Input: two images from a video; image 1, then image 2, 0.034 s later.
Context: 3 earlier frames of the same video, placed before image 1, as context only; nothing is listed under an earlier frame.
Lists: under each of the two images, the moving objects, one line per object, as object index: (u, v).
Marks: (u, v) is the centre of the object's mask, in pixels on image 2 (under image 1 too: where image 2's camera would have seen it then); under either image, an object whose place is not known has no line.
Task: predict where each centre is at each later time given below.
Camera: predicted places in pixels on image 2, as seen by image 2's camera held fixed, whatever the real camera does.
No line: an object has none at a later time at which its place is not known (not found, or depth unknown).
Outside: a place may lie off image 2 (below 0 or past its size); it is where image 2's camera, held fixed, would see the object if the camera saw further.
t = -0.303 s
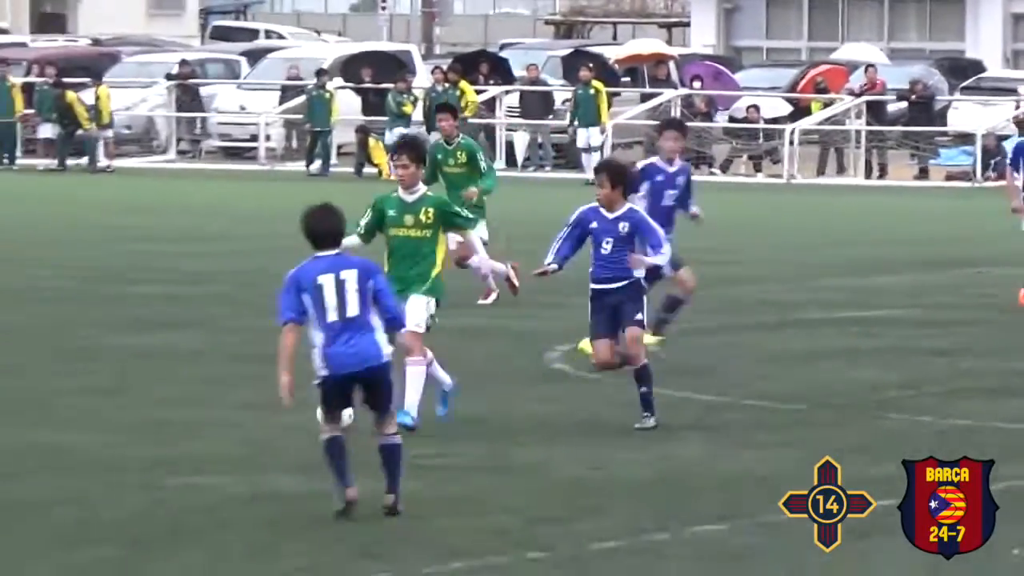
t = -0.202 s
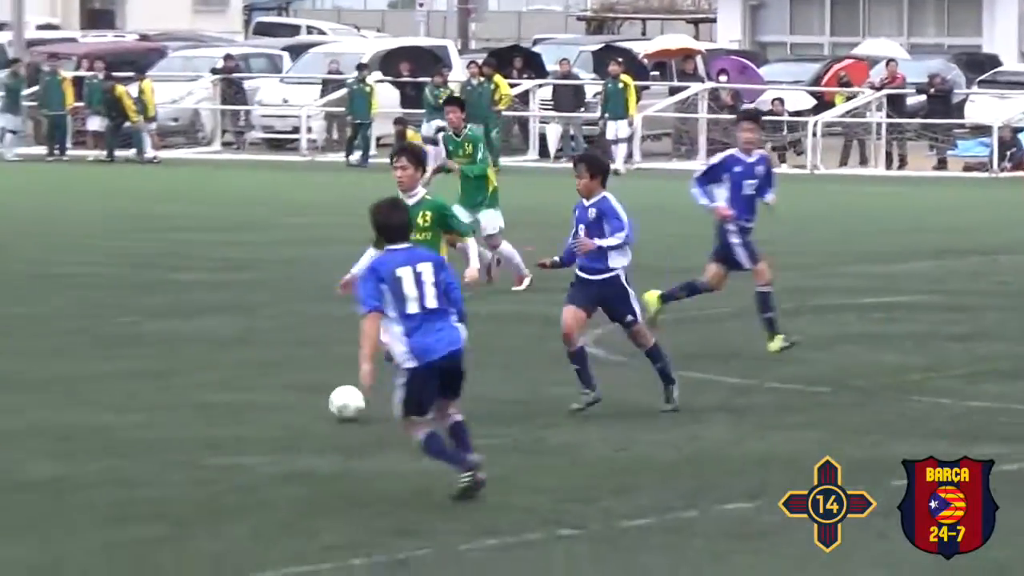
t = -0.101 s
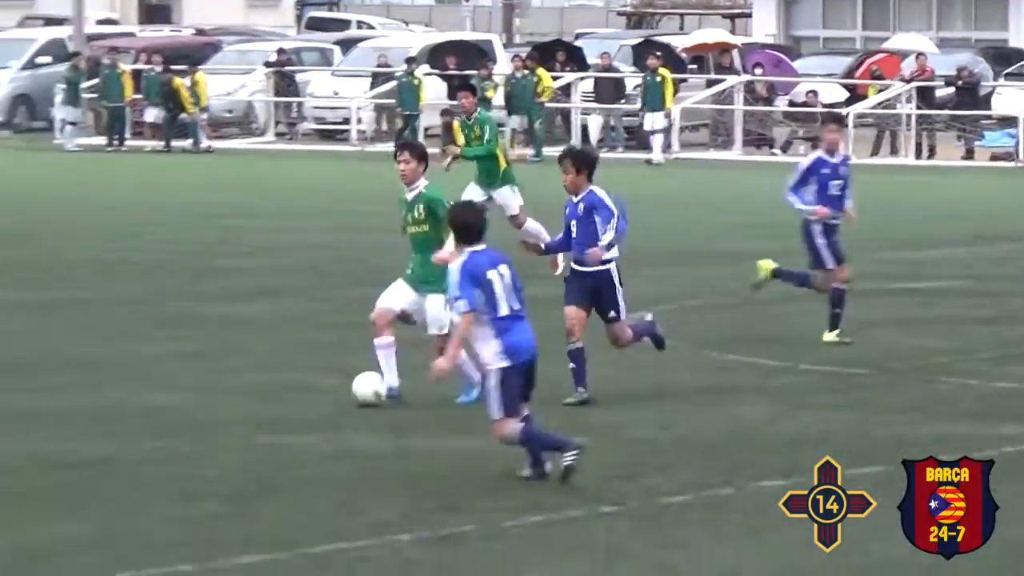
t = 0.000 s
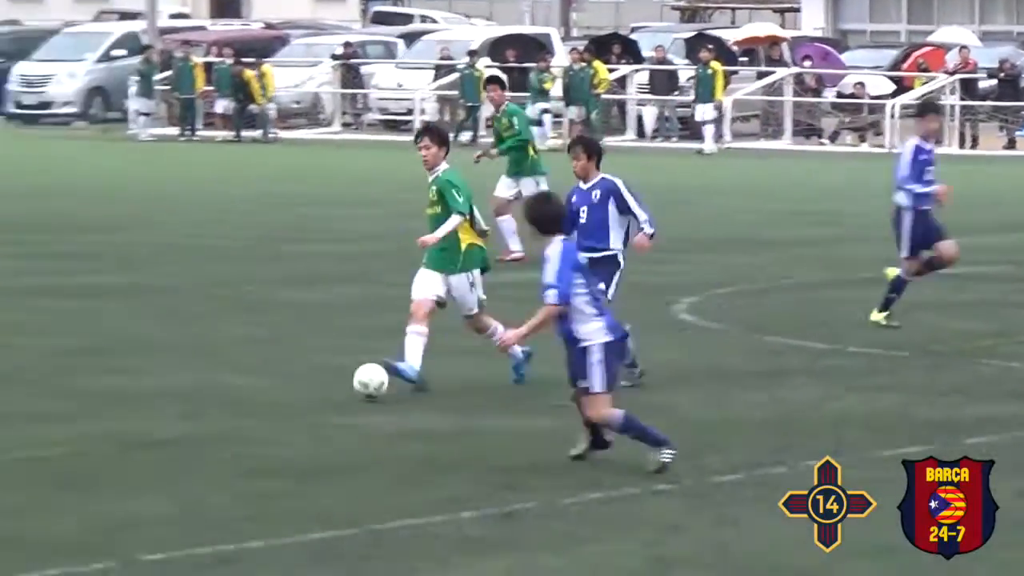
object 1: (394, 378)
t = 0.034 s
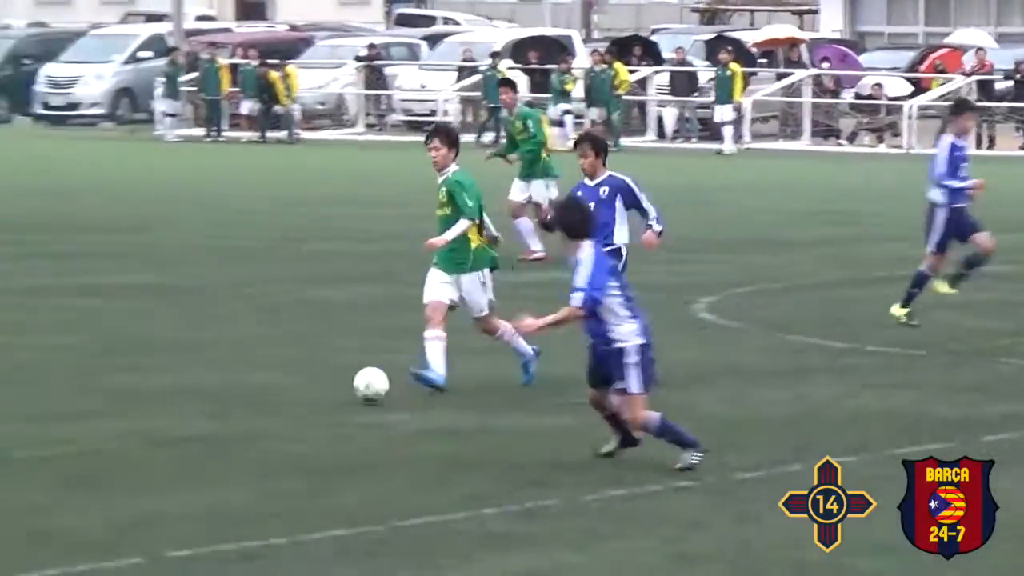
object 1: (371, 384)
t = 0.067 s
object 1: (346, 392)
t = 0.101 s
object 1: (324, 395)
